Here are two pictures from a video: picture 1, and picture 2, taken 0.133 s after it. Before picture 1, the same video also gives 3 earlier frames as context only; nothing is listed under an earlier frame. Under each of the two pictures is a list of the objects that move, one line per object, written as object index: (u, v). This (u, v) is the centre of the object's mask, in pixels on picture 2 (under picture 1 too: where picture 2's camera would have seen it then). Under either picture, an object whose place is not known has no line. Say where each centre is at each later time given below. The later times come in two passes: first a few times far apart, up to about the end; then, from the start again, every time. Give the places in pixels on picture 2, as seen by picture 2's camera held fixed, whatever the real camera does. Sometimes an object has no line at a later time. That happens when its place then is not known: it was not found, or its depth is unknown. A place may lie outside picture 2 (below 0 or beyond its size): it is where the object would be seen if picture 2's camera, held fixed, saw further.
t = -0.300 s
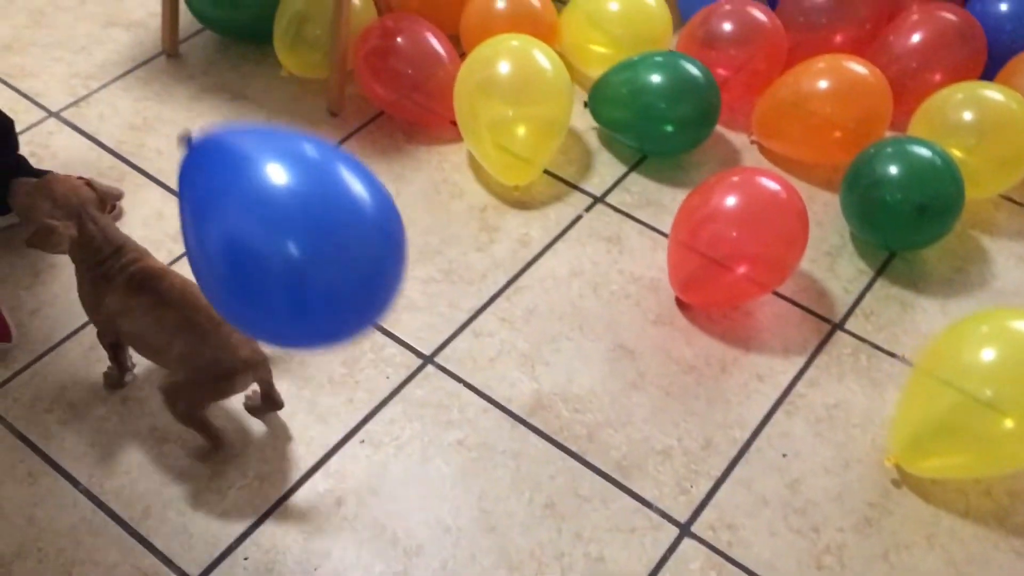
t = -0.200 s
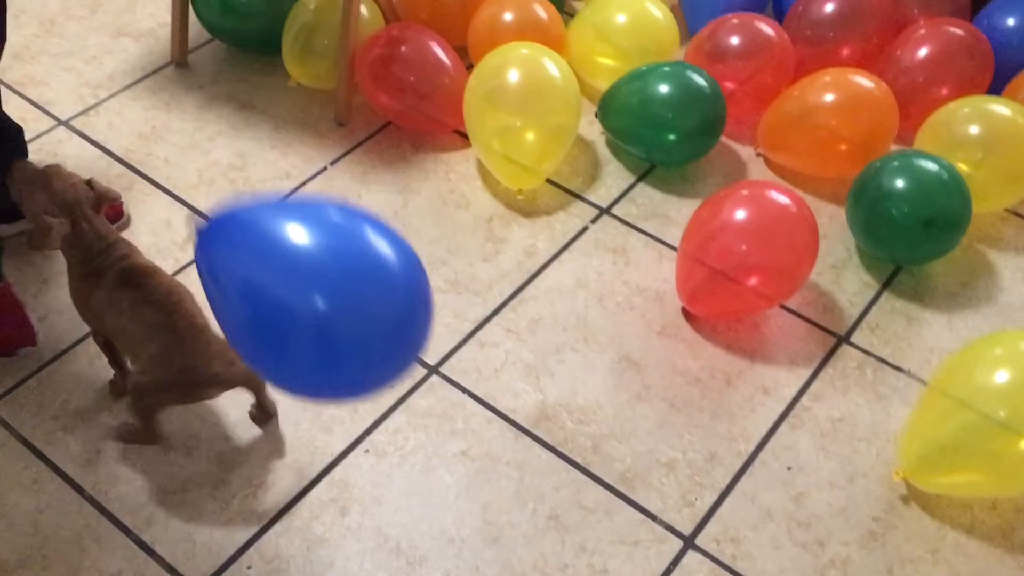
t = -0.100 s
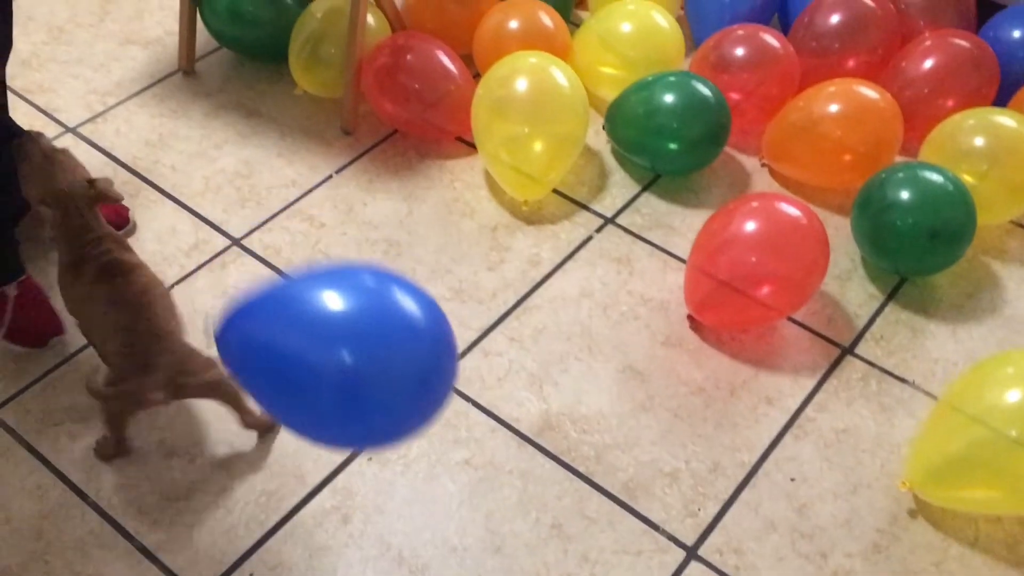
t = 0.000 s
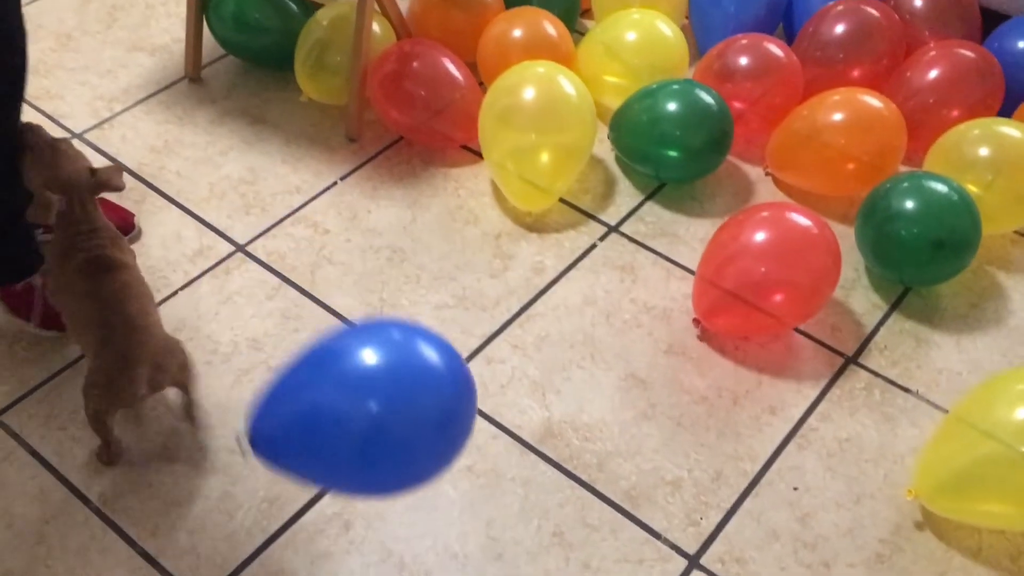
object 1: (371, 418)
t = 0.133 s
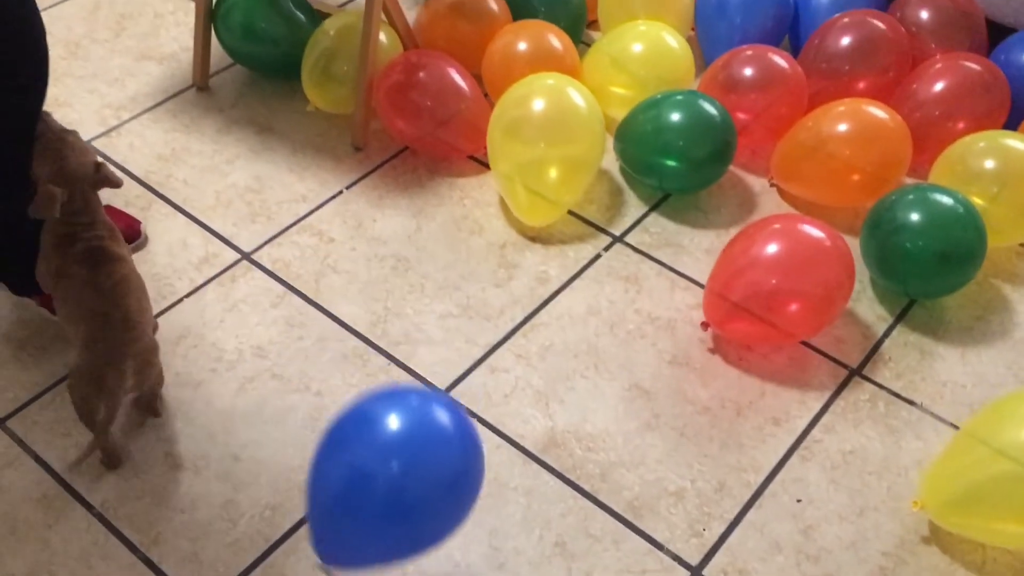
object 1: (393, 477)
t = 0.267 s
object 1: (412, 501)
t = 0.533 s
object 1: (442, 403)
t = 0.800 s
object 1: (465, 377)
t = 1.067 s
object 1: (496, 370)
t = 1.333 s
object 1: (528, 412)
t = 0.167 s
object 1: (397, 490)
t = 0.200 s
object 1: (402, 499)
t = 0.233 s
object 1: (407, 508)
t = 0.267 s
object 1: (412, 501)
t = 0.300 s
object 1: (416, 488)
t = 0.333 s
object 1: (420, 475)
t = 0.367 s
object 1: (423, 462)
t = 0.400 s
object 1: (427, 447)
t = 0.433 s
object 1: (431, 434)
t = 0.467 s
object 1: (435, 423)
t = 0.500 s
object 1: (438, 412)
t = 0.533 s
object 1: (442, 403)
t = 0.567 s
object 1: (445, 396)
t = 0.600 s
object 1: (449, 389)
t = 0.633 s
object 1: (452, 384)
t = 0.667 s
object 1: (455, 379)
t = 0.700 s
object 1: (458, 376)
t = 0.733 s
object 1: (461, 375)
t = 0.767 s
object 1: (463, 375)
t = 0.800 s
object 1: (465, 377)
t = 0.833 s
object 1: (466, 379)
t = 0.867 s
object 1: (468, 381)
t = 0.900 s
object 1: (473, 378)
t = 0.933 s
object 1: (478, 374)
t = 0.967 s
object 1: (482, 371)
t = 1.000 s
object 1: (487, 370)
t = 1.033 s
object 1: (492, 370)
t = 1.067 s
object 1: (496, 370)
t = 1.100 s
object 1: (501, 372)
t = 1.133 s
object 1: (505, 375)
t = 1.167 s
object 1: (509, 379)
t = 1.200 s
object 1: (513, 384)
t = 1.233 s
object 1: (517, 390)
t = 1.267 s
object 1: (521, 396)
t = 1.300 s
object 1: (524, 404)
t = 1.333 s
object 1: (528, 412)
